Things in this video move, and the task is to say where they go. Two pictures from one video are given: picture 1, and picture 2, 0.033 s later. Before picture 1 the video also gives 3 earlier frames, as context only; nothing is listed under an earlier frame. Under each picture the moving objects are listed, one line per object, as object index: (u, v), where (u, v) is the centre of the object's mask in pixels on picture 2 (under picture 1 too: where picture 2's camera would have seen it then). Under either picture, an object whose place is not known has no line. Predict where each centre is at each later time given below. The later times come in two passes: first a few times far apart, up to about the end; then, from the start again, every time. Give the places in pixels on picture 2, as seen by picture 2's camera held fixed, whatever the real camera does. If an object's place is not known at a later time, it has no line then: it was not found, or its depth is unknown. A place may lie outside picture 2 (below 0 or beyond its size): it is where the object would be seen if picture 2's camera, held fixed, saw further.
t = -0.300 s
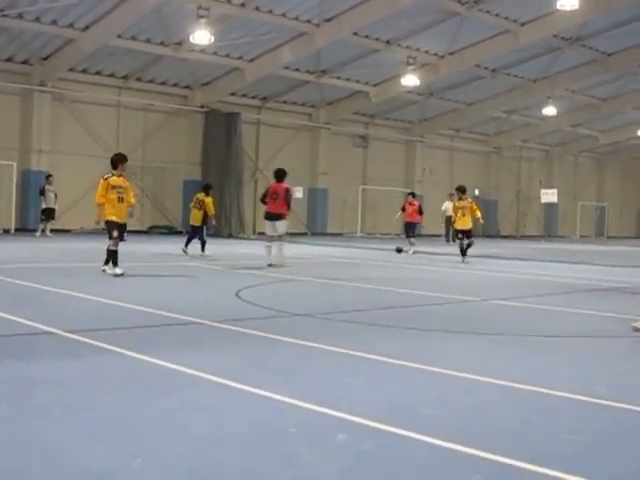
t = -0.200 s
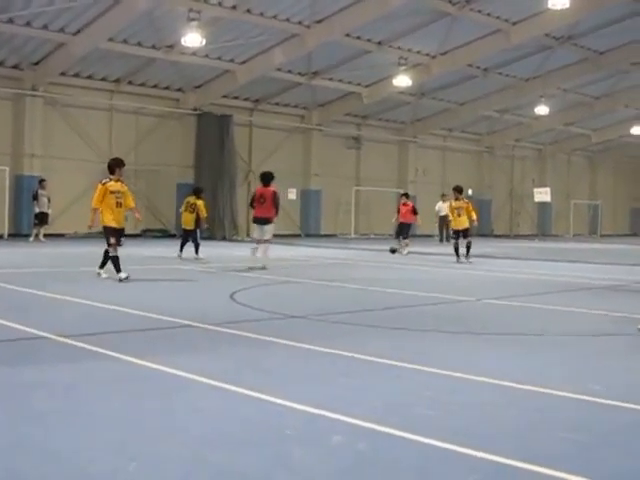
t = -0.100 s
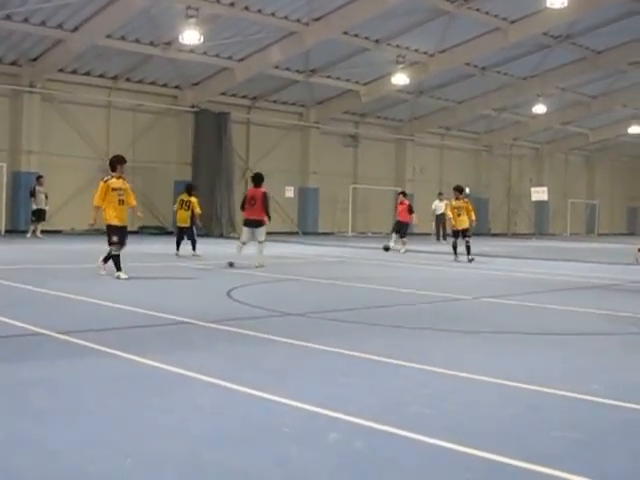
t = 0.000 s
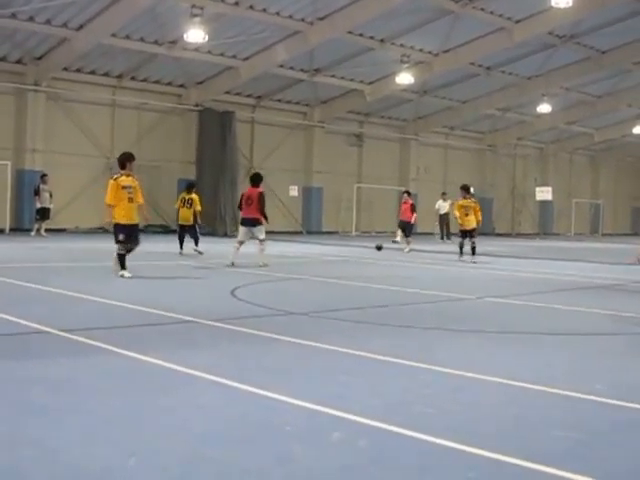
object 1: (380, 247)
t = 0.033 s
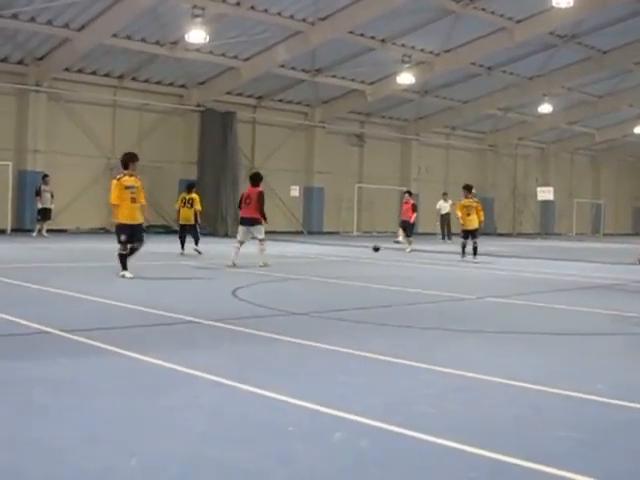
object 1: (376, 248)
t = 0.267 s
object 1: (347, 252)
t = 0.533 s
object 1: (314, 256)
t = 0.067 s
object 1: (371, 249)
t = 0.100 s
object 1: (368, 250)
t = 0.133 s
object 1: (363, 250)
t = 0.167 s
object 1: (360, 250)
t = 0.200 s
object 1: (356, 251)
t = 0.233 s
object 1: (351, 252)
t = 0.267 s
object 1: (347, 252)
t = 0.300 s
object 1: (343, 253)
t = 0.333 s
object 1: (339, 253)
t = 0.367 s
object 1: (335, 254)
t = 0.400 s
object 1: (331, 254)
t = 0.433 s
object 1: (327, 255)
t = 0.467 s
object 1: (323, 256)
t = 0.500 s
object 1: (319, 256)
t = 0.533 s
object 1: (314, 256)
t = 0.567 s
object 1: (310, 257)
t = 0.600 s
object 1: (306, 257)
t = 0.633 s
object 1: (302, 258)
